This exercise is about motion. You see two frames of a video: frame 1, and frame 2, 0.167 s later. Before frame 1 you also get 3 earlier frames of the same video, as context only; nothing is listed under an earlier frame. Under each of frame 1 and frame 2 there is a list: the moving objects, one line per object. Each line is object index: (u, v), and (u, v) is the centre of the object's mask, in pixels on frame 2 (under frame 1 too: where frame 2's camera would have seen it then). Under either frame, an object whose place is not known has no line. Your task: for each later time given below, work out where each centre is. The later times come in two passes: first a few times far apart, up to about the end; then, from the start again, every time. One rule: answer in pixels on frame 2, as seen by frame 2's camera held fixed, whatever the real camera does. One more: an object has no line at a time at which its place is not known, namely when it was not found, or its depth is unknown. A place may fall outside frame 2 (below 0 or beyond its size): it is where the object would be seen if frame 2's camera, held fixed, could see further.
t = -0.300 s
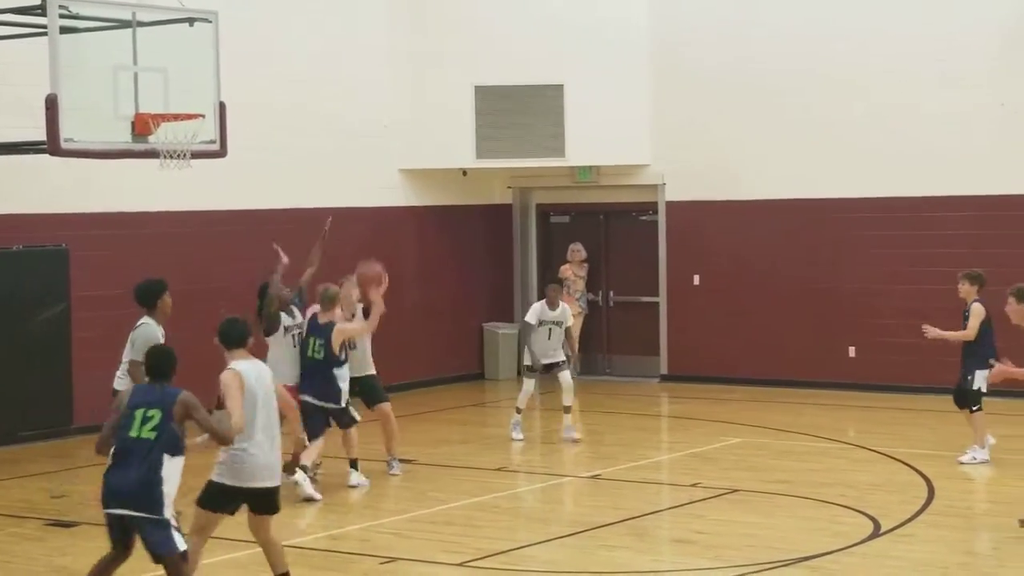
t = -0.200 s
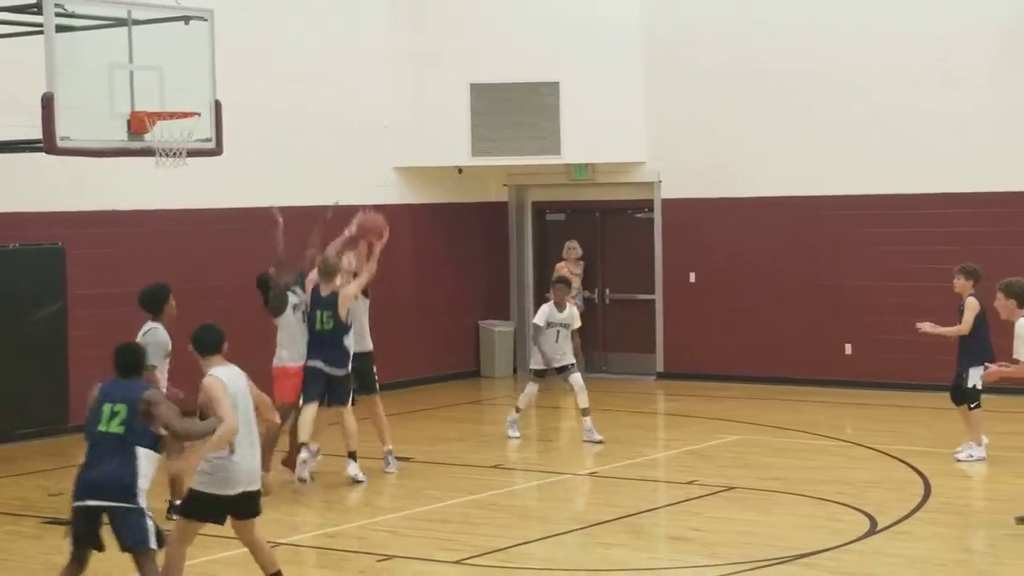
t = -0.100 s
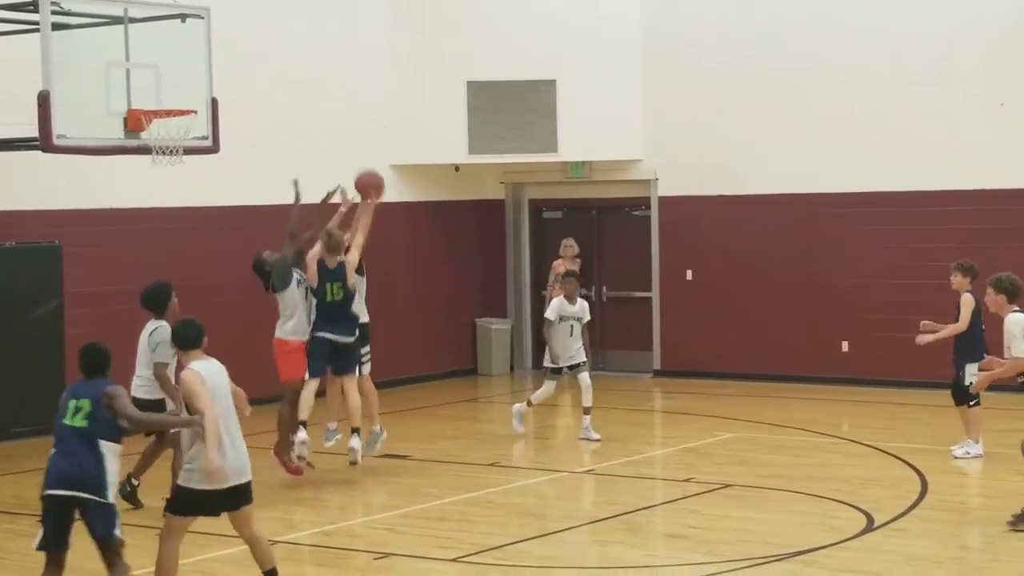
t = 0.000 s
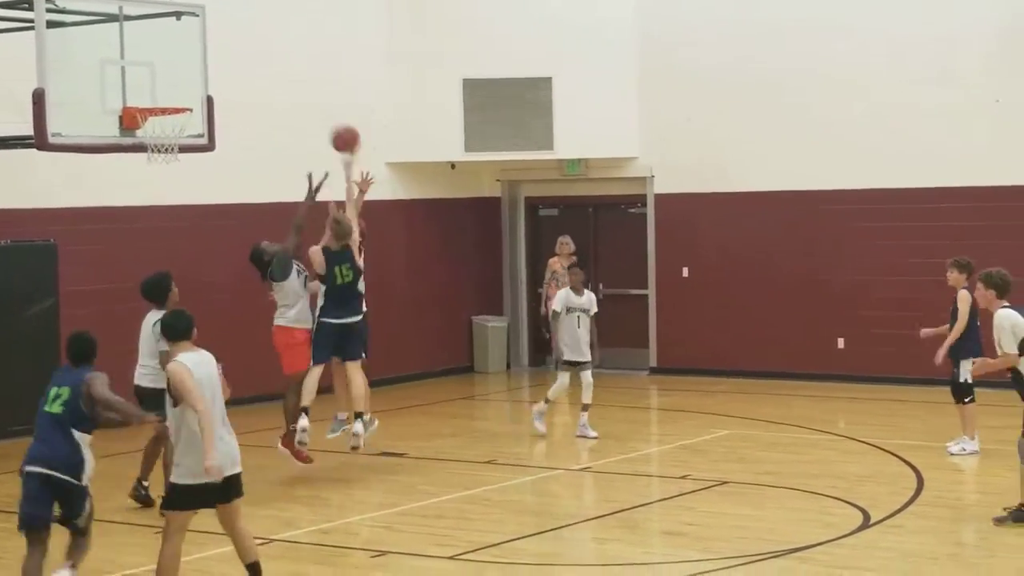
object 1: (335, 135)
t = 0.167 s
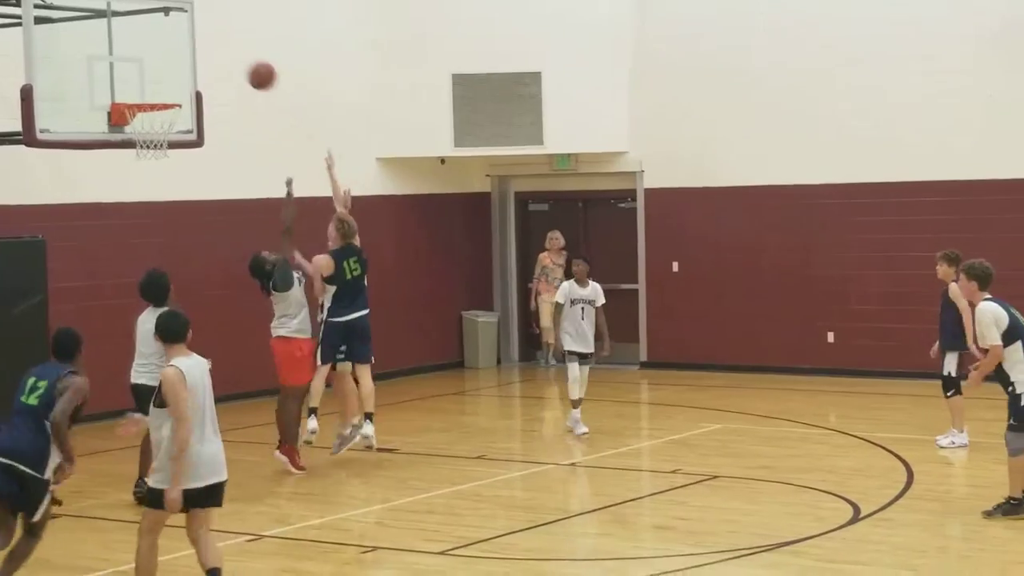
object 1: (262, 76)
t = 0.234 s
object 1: (233, 62)
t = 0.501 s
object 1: (146, 60)
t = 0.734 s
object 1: (185, 80)
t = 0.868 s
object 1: (200, 82)
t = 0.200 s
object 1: (247, 68)
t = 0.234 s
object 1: (233, 62)
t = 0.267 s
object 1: (219, 57)
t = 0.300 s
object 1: (205, 53)
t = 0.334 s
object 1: (191, 52)
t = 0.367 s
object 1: (178, 51)
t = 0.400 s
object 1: (165, 51)
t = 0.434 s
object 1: (152, 53)
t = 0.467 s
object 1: (140, 56)
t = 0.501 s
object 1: (146, 60)
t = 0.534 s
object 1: (153, 65)
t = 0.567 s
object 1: (160, 72)
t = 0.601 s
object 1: (167, 81)
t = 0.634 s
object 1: (174, 90)
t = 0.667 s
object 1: (178, 87)
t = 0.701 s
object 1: (181, 83)
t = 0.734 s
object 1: (185, 80)
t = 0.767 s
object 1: (189, 78)
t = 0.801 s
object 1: (192, 78)
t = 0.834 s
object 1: (196, 79)
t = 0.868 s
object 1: (200, 82)
